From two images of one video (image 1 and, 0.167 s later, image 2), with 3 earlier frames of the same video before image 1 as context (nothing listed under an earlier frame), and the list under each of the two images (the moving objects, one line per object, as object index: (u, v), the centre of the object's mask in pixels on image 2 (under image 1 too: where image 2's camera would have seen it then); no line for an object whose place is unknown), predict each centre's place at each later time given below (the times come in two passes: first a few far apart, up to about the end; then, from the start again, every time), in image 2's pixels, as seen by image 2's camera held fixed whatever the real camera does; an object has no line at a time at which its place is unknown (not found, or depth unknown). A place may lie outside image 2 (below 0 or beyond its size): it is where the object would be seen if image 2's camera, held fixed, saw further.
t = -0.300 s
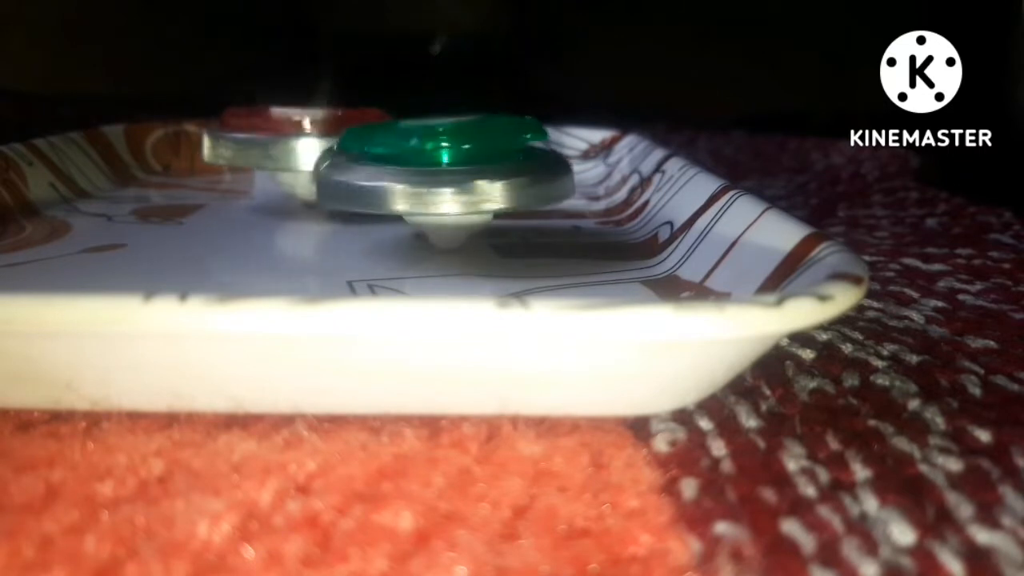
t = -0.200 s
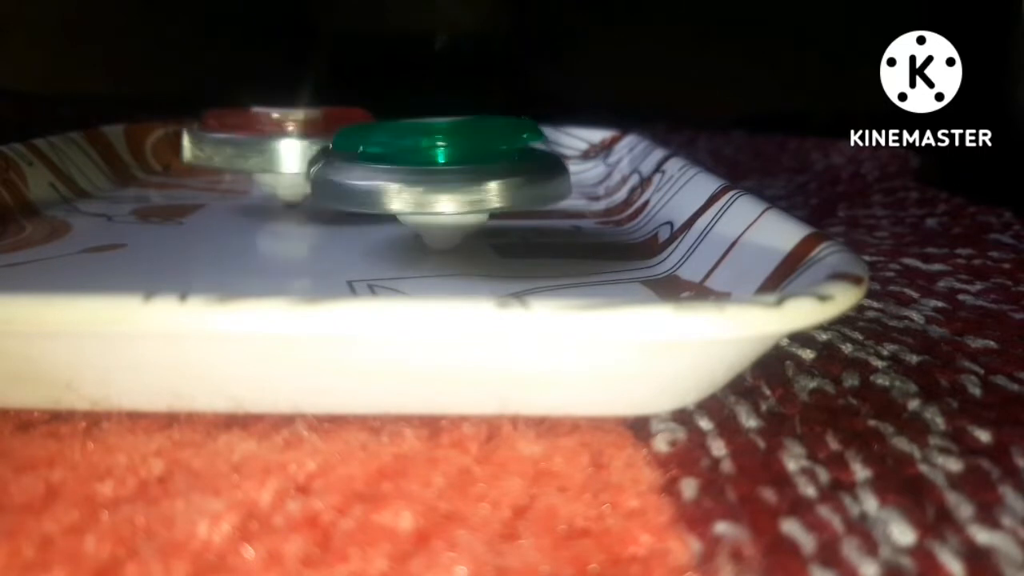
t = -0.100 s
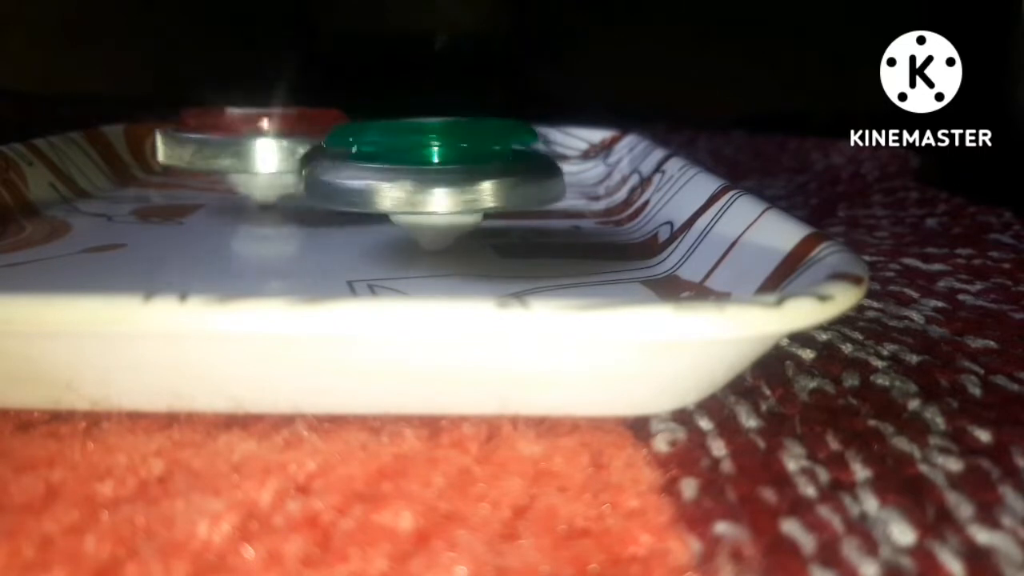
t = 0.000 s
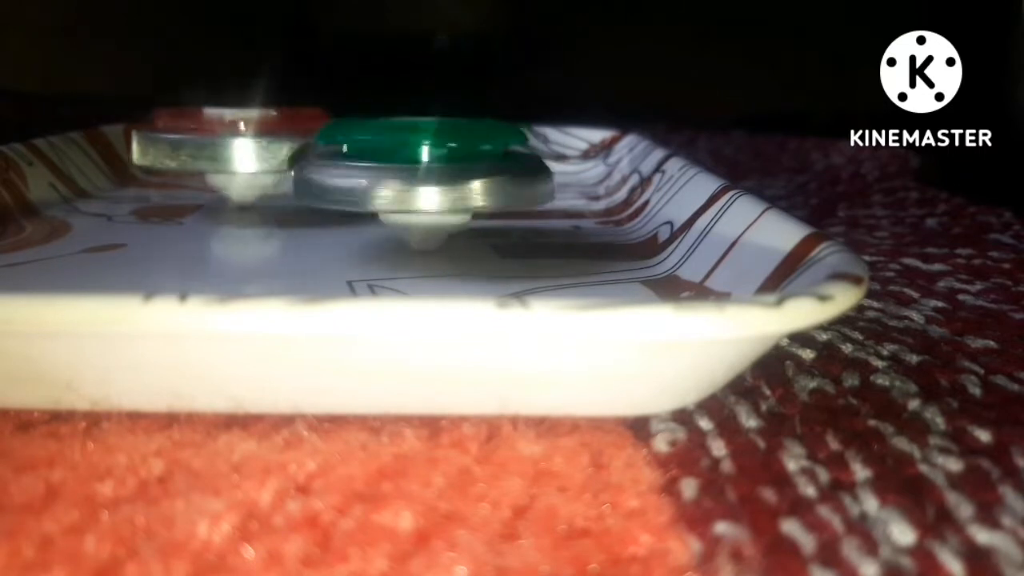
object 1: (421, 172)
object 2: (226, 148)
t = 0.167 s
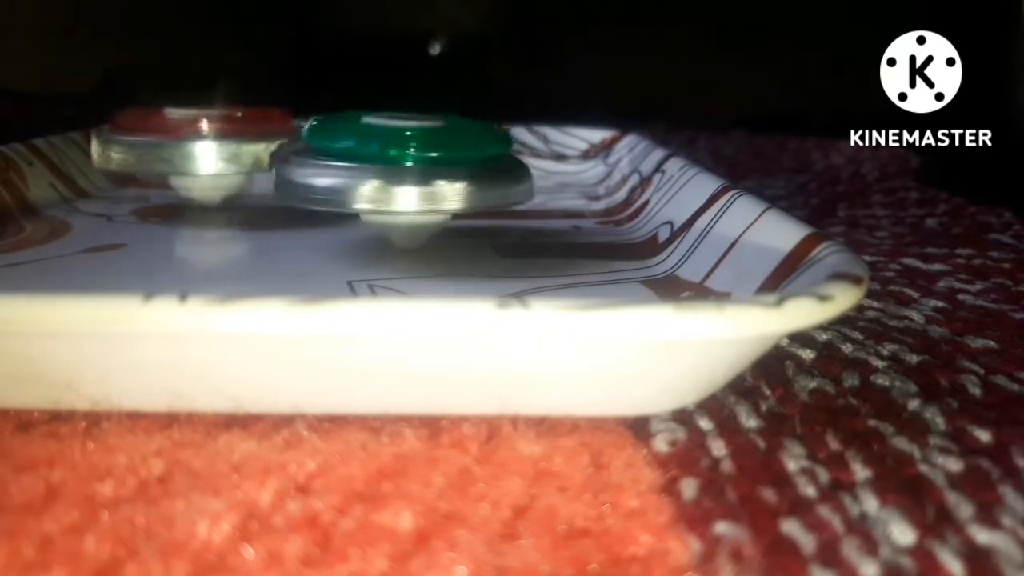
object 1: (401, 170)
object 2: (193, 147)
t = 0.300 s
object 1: (389, 170)
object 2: (169, 147)
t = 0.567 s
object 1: (367, 167)
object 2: (115, 149)
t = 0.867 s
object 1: (371, 163)
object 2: (121, 156)
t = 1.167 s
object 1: (504, 166)
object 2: (107, 154)
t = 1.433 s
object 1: (531, 169)
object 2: (99, 154)
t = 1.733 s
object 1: (502, 174)
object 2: (110, 156)
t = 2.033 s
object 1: (420, 169)
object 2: (148, 156)
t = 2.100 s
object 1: (402, 170)
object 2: (156, 155)
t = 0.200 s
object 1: (399, 170)
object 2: (186, 147)
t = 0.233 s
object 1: (396, 170)
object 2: (180, 147)
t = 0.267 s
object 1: (391, 170)
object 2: (175, 147)
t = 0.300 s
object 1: (389, 170)
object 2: (169, 147)
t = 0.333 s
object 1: (384, 170)
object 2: (161, 147)
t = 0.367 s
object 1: (381, 170)
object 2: (154, 147)
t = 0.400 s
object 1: (380, 169)
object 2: (147, 148)
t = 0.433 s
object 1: (374, 169)
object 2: (140, 148)
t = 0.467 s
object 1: (371, 168)
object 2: (133, 148)
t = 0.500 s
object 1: (371, 168)
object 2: (127, 149)
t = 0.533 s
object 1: (367, 167)
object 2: (120, 149)
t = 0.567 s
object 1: (367, 167)
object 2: (115, 149)
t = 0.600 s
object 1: (370, 166)
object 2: (109, 149)
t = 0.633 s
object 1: (370, 165)
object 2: (103, 152)
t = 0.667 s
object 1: (371, 164)
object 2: (100, 151)
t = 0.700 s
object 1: (373, 165)
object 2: (102, 153)
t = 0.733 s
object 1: (370, 164)
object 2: (106, 153)
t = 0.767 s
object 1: (370, 164)
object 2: (106, 154)
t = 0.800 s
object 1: (372, 165)
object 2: (110, 155)
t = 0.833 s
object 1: (369, 163)
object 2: (115, 155)
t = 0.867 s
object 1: (371, 163)
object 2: (121, 156)
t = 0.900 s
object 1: (372, 163)
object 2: (125, 158)
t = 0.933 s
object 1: (372, 161)
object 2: (128, 158)
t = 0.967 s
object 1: (374, 161)
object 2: (134, 157)
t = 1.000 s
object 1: (416, 162)
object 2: (122, 156)
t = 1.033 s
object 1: (449, 165)
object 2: (113, 155)
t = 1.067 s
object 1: (473, 168)
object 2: (110, 155)
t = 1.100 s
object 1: (482, 166)
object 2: (108, 155)
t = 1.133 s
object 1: (493, 166)
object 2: (107, 154)
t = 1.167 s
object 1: (504, 166)
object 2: (107, 154)
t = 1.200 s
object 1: (512, 166)
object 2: (106, 154)
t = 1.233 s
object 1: (520, 167)
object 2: (102, 154)
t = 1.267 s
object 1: (525, 167)
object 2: (101, 154)
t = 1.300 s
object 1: (527, 168)
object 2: (100, 155)
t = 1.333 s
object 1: (530, 168)
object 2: (100, 155)
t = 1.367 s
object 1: (531, 168)
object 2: (99, 154)
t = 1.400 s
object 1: (530, 167)
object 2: (99, 154)
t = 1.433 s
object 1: (531, 169)
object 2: (99, 154)
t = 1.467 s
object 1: (530, 168)
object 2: (99, 155)
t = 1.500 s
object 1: (532, 169)
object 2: (100, 155)
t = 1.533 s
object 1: (532, 170)
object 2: (103, 156)
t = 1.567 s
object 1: (531, 170)
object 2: (104, 156)
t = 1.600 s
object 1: (529, 171)
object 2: (106, 155)
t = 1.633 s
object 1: (524, 173)
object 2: (106, 155)
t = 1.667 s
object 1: (519, 173)
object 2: (108, 156)
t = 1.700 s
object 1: (512, 171)
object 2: (109, 156)
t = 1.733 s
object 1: (502, 174)
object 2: (110, 156)
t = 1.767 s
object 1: (493, 172)
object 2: (113, 156)
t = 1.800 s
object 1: (480, 173)
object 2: (116, 156)
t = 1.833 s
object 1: (473, 173)
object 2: (118, 156)
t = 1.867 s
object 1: (465, 172)
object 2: (122, 156)
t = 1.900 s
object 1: (452, 173)
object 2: (126, 157)
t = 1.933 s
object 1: (447, 170)
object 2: (129, 157)
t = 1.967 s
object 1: (434, 170)
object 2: (134, 157)
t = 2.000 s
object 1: (427, 171)
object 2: (142, 156)
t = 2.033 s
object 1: (420, 169)
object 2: (148, 156)
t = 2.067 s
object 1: (409, 171)
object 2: (151, 156)
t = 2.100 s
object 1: (402, 170)
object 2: (156, 155)
